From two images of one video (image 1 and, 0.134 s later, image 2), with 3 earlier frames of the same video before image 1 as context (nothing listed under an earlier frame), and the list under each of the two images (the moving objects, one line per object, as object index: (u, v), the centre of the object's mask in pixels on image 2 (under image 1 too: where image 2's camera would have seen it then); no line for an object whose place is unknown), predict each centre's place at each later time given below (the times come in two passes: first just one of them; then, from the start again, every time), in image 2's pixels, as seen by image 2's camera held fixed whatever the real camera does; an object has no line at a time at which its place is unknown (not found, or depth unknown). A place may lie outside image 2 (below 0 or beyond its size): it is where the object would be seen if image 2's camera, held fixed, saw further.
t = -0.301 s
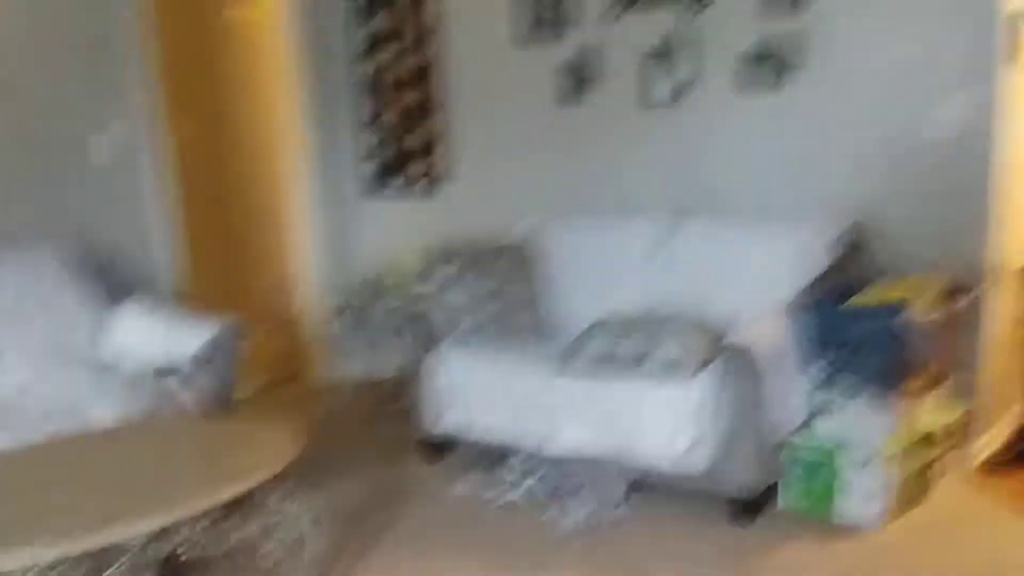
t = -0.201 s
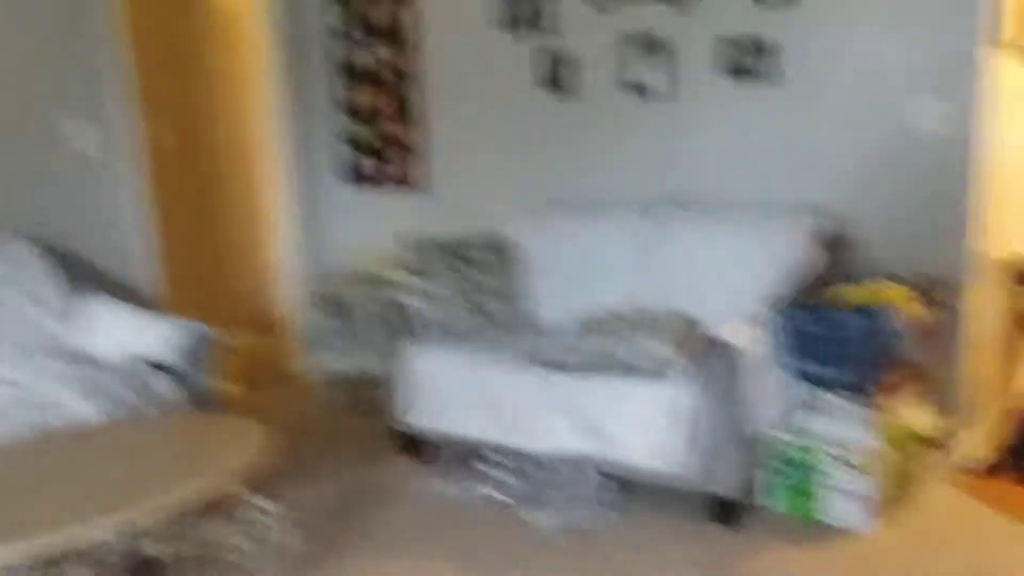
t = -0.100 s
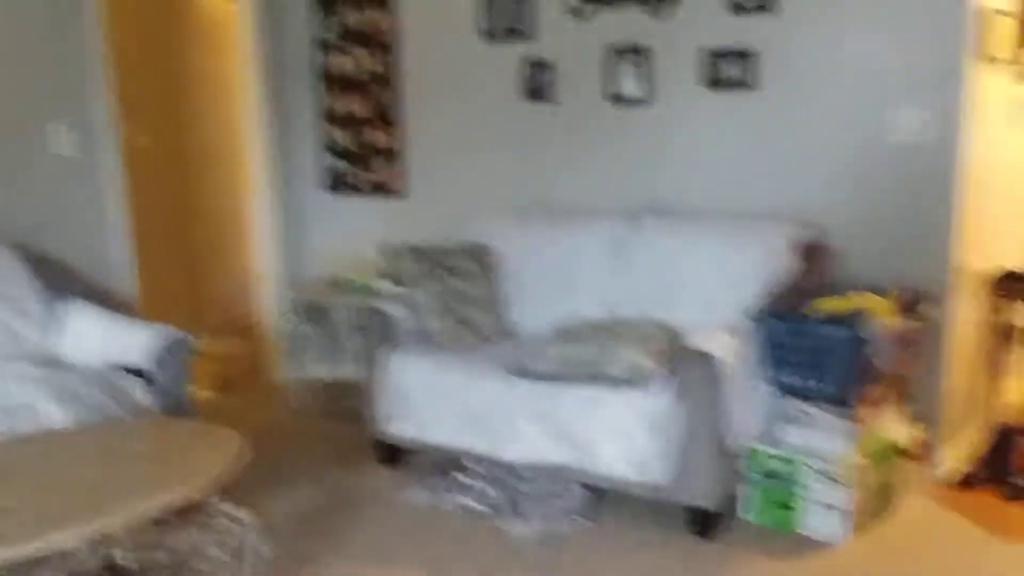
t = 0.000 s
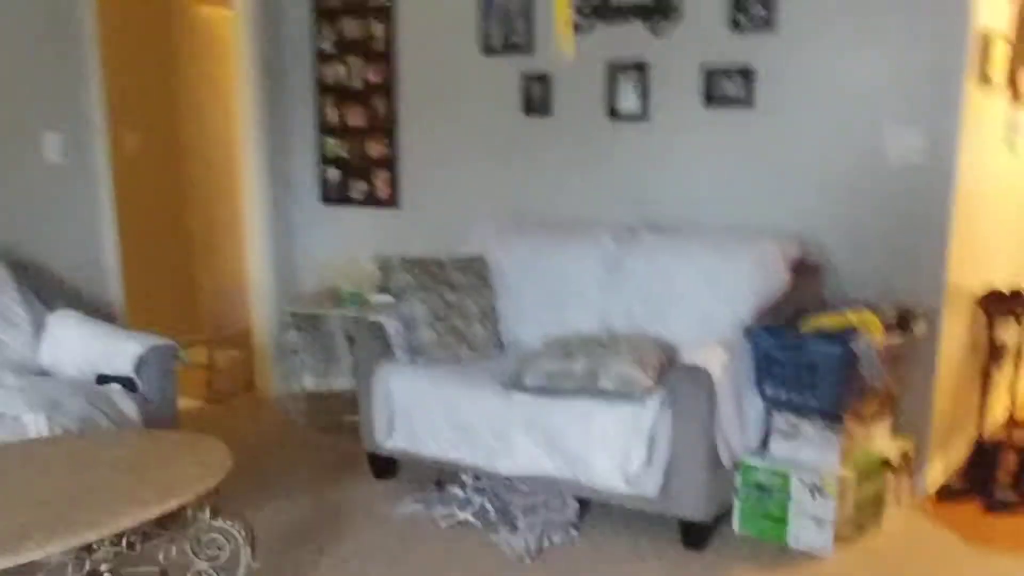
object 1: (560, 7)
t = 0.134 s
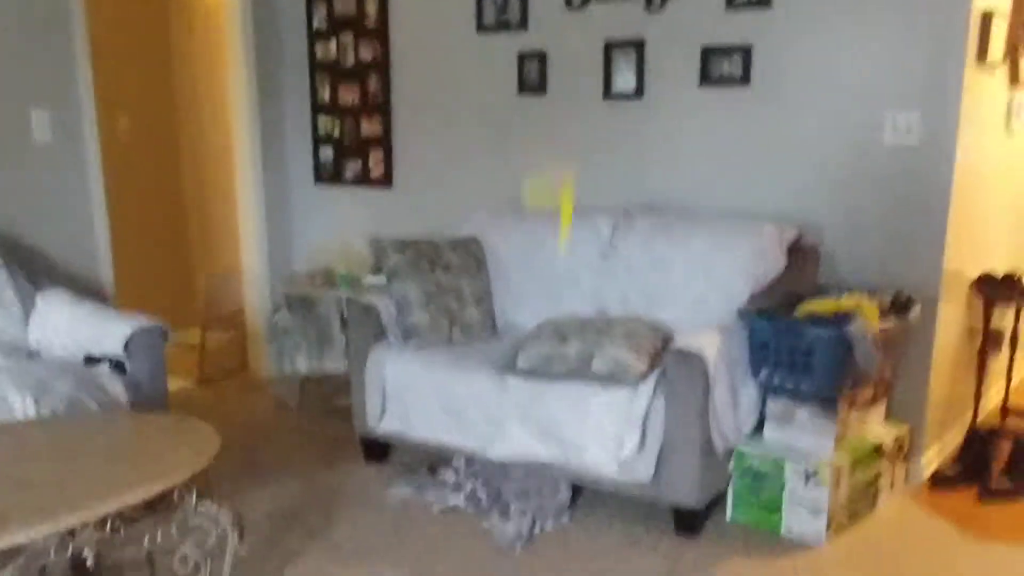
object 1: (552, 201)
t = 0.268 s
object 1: (545, 394)
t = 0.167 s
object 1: (550, 257)
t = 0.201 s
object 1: (546, 304)
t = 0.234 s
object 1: (547, 347)
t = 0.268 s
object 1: (545, 394)
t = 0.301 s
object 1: (544, 455)
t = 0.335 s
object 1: (542, 505)
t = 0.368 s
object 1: (537, 542)
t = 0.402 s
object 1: (529, 551)
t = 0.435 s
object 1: (517, 542)
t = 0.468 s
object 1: (508, 534)
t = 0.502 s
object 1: (498, 528)
